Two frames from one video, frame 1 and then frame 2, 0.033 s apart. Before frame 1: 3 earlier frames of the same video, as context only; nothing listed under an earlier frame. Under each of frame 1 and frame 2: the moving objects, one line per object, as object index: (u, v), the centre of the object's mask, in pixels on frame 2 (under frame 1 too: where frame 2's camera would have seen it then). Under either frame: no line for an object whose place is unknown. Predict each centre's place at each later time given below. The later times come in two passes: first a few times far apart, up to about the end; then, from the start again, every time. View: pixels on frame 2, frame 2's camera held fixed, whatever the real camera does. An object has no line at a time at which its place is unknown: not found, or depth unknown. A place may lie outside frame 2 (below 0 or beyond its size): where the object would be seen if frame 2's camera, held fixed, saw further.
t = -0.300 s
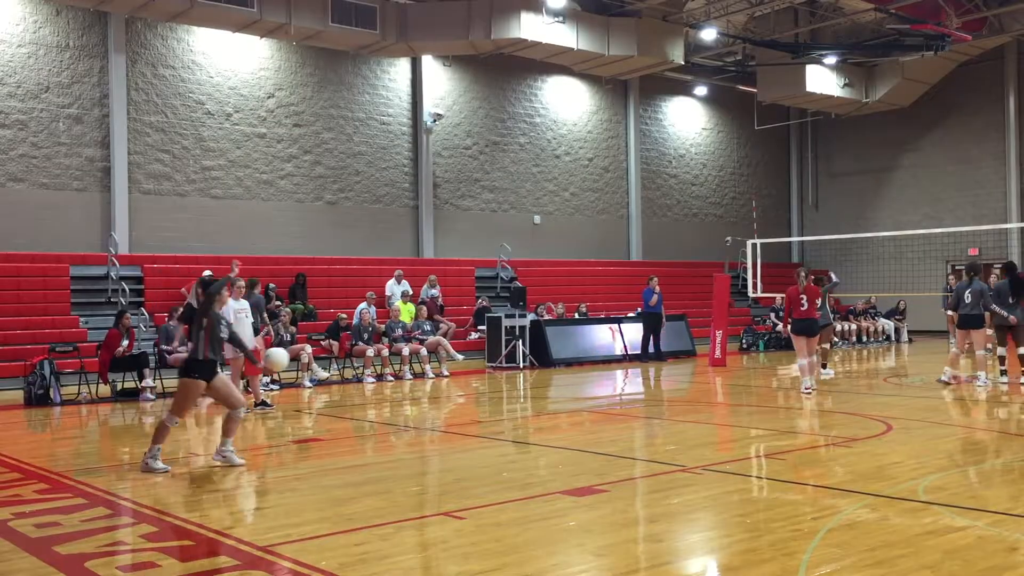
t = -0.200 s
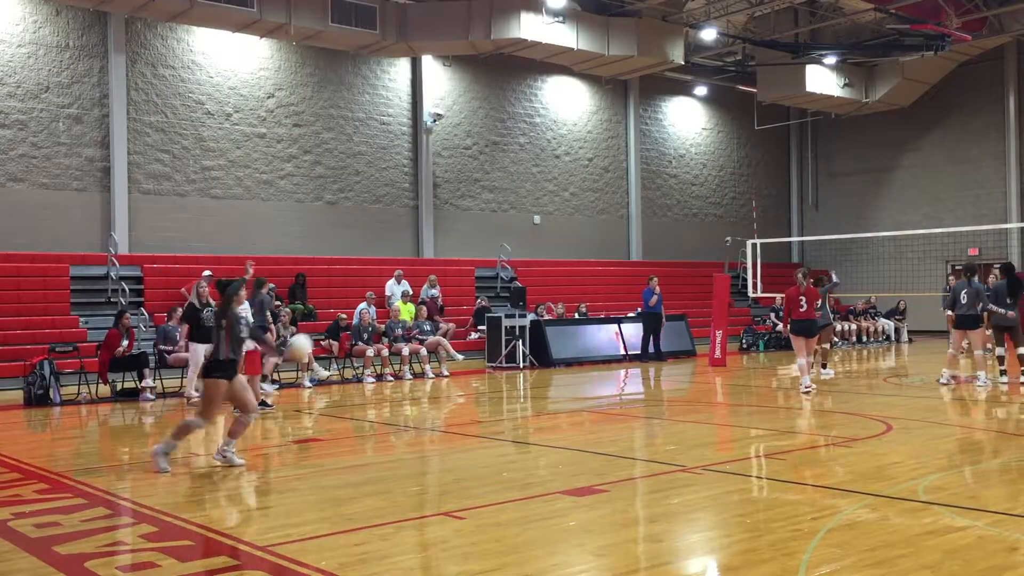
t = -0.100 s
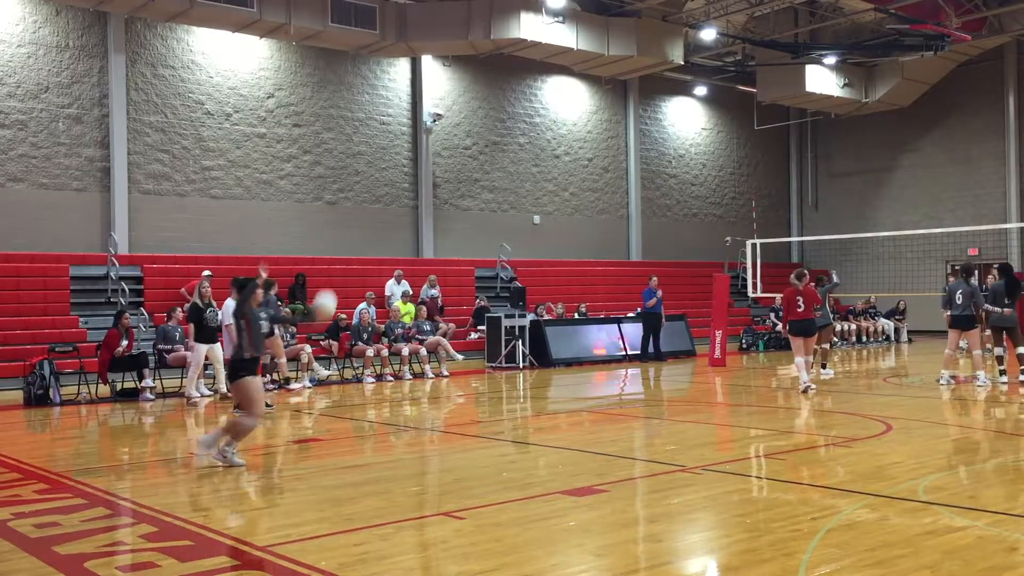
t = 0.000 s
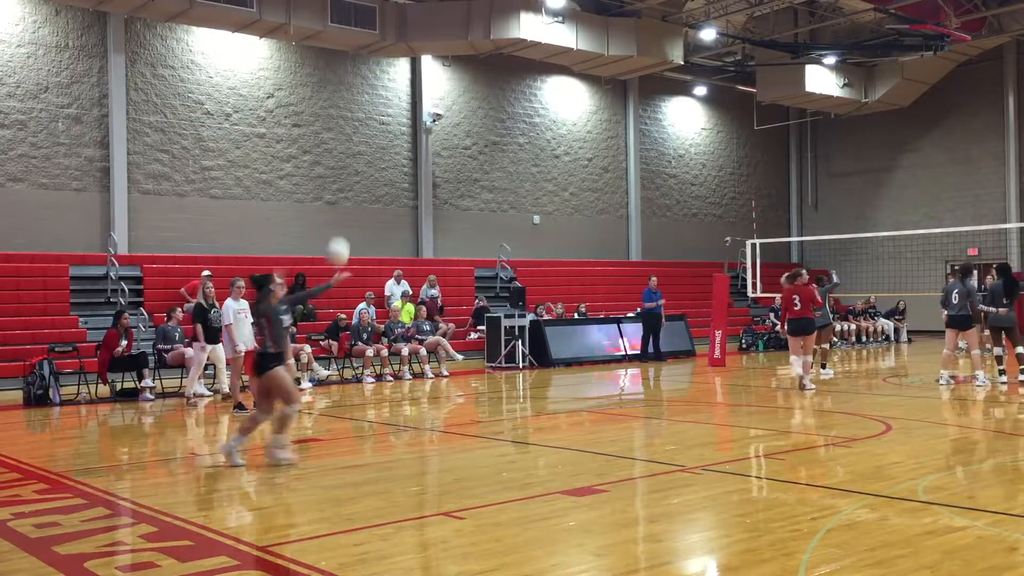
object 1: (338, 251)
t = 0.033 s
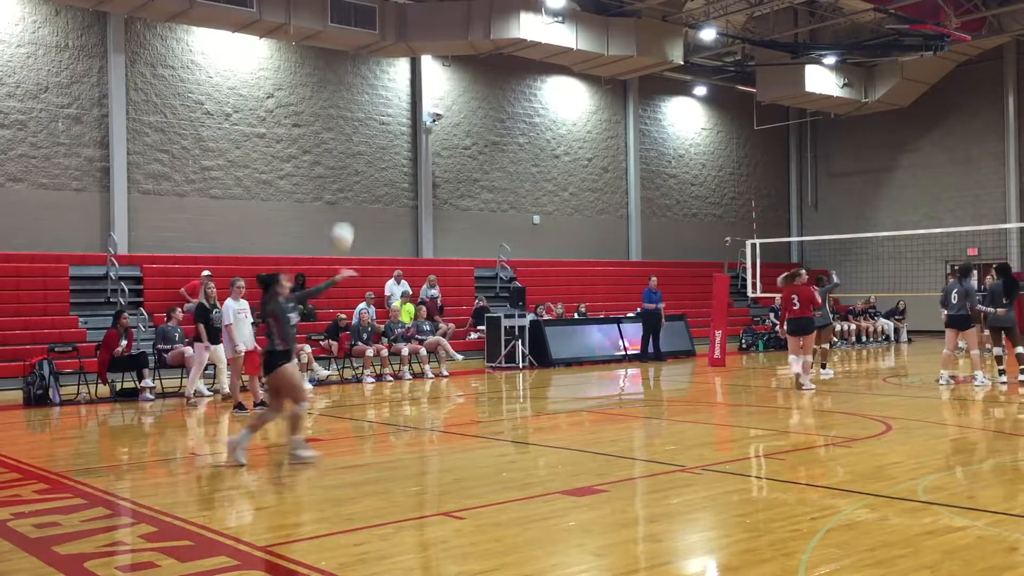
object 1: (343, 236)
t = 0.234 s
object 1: (365, 173)
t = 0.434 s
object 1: (387, 154)
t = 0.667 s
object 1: (415, 185)
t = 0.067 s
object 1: (347, 222)
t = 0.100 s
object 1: (351, 210)
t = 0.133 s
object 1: (354, 198)
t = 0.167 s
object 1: (357, 189)
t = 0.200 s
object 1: (361, 181)
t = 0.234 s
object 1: (365, 173)
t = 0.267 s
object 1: (369, 167)
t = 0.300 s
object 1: (372, 162)
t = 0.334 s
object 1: (375, 159)
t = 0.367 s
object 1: (380, 156)
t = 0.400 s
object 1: (384, 154)
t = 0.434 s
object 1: (387, 154)
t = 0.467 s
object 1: (392, 155)
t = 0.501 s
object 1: (395, 157)
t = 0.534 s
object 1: (399, 160)
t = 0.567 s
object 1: (403, 165)
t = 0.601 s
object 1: (407, 170)
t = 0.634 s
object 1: (411, 177)
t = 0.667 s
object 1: (415, 185)
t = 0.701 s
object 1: (420, 194)
